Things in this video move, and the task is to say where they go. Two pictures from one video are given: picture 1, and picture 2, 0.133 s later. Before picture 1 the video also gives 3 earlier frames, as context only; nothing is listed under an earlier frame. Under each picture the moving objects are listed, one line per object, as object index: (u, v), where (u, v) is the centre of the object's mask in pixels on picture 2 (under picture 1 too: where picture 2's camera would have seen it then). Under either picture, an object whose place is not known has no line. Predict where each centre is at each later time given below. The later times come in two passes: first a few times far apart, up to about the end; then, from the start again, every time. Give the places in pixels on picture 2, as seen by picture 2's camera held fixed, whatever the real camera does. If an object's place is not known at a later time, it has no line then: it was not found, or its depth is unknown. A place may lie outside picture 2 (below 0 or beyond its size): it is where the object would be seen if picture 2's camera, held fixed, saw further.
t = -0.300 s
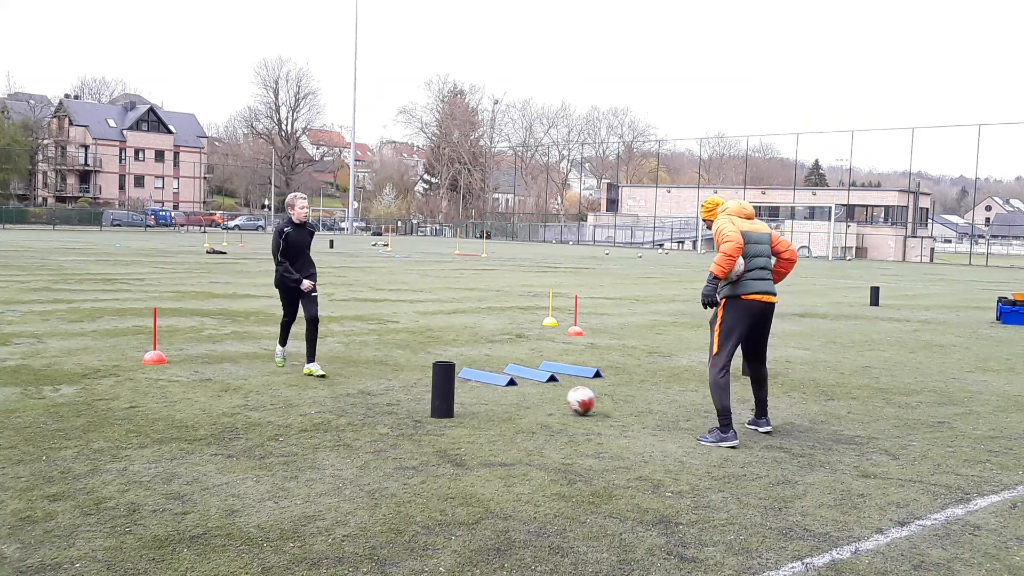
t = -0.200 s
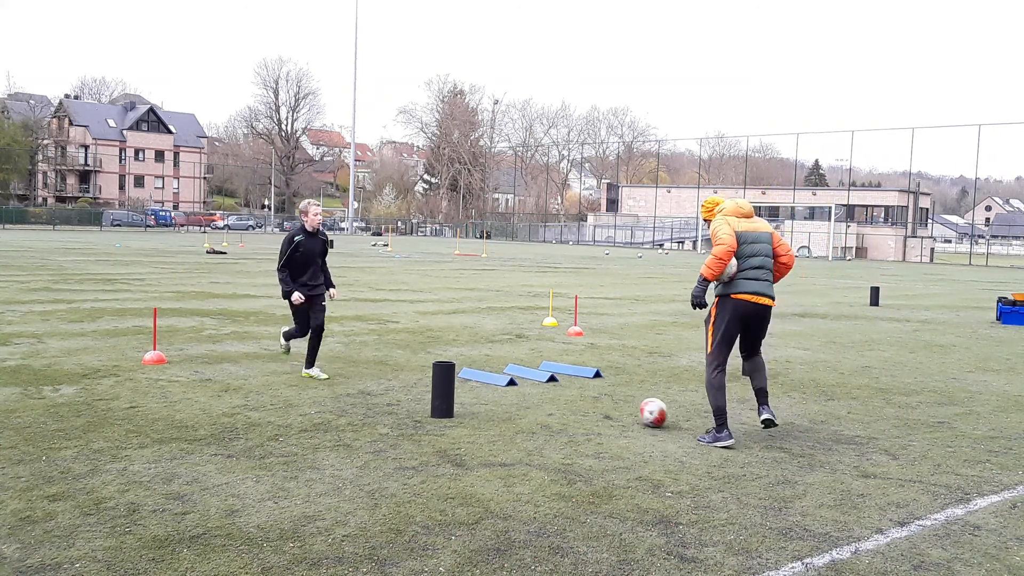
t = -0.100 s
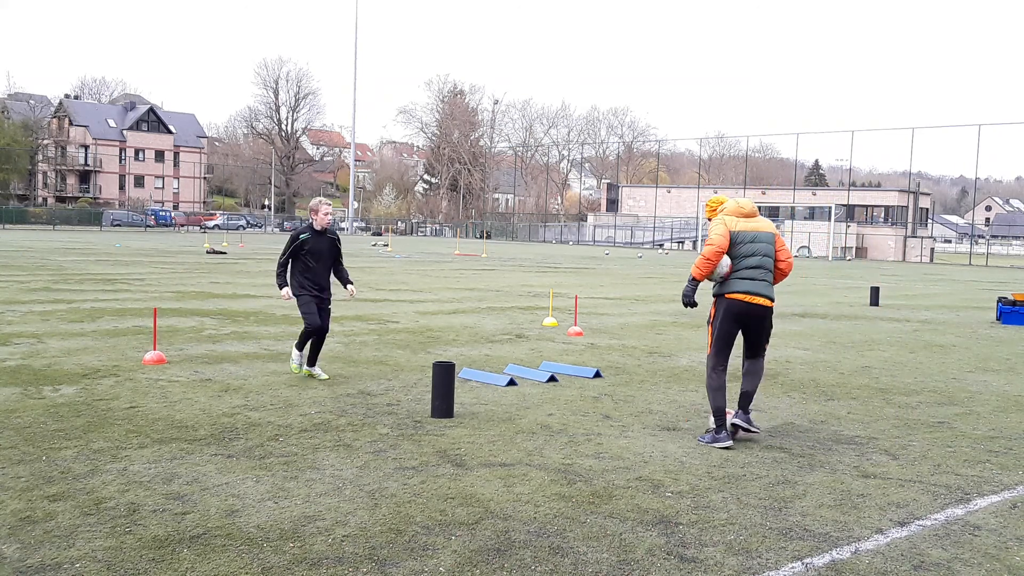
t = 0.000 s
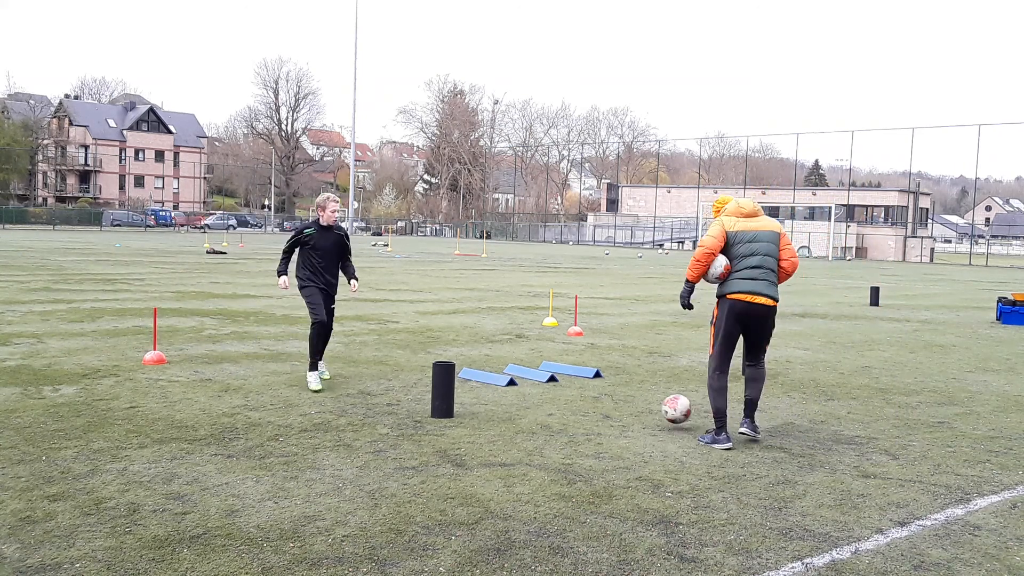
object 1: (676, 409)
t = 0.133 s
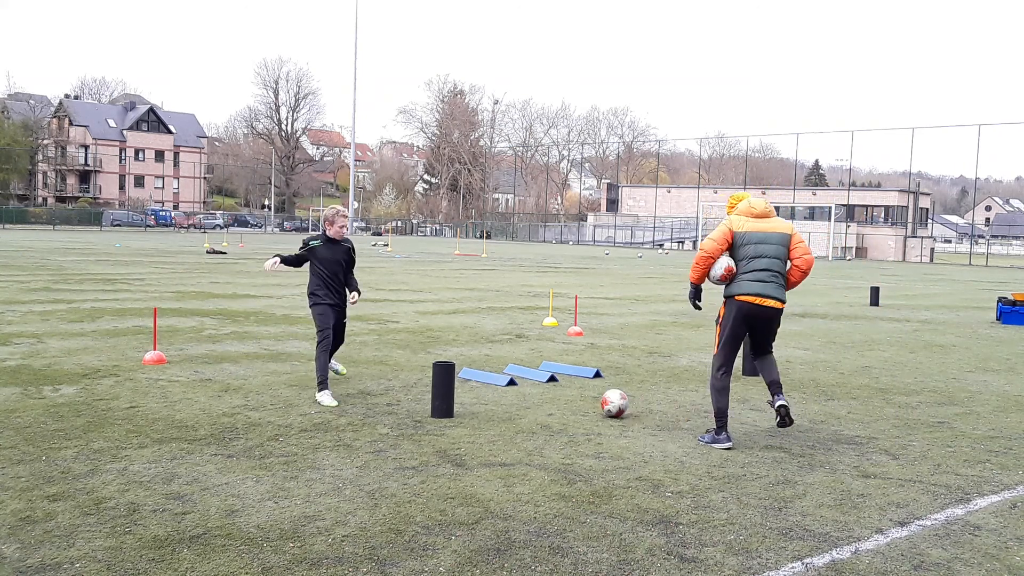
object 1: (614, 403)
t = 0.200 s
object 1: (592, 394)
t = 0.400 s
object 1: (536, 388)
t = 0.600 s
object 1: (490, 382)
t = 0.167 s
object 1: (603, 398)
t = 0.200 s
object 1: (592, 394)
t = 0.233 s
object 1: (582, 392)
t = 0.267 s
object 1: (572, 391)
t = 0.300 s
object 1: (562, 392)
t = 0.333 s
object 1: (551, 394)
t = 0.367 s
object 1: (543, 391)
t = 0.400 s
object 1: (536, 388)
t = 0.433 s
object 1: (528, 387)
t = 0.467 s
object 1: (520, 387)
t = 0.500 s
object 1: (512, 388)
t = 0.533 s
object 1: (505, 386)
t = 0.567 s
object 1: (498, 383)
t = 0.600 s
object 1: (490, 382)
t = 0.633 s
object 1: (483, 382)
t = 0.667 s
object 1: (476, 381)
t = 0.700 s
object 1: (469, 379)
